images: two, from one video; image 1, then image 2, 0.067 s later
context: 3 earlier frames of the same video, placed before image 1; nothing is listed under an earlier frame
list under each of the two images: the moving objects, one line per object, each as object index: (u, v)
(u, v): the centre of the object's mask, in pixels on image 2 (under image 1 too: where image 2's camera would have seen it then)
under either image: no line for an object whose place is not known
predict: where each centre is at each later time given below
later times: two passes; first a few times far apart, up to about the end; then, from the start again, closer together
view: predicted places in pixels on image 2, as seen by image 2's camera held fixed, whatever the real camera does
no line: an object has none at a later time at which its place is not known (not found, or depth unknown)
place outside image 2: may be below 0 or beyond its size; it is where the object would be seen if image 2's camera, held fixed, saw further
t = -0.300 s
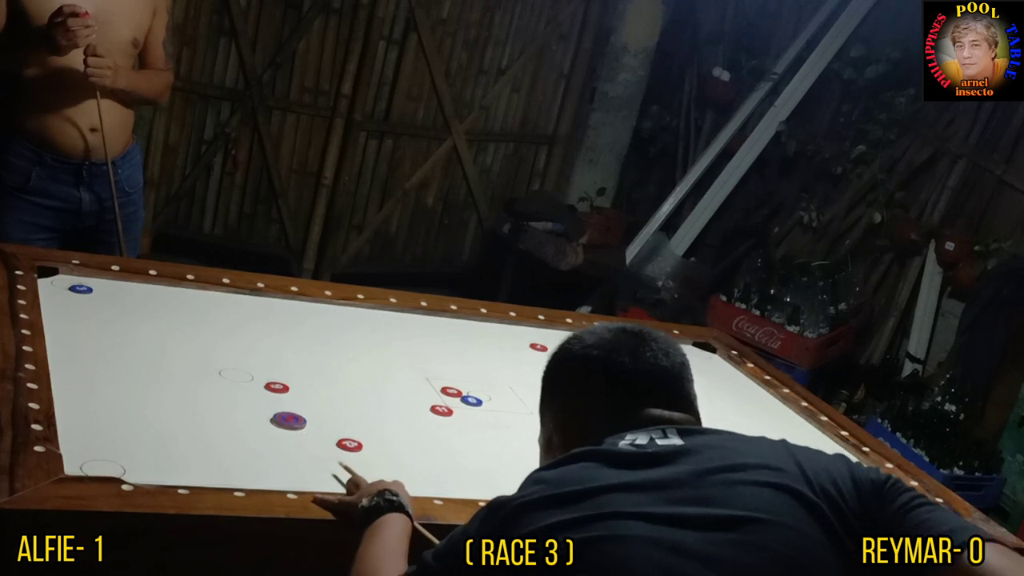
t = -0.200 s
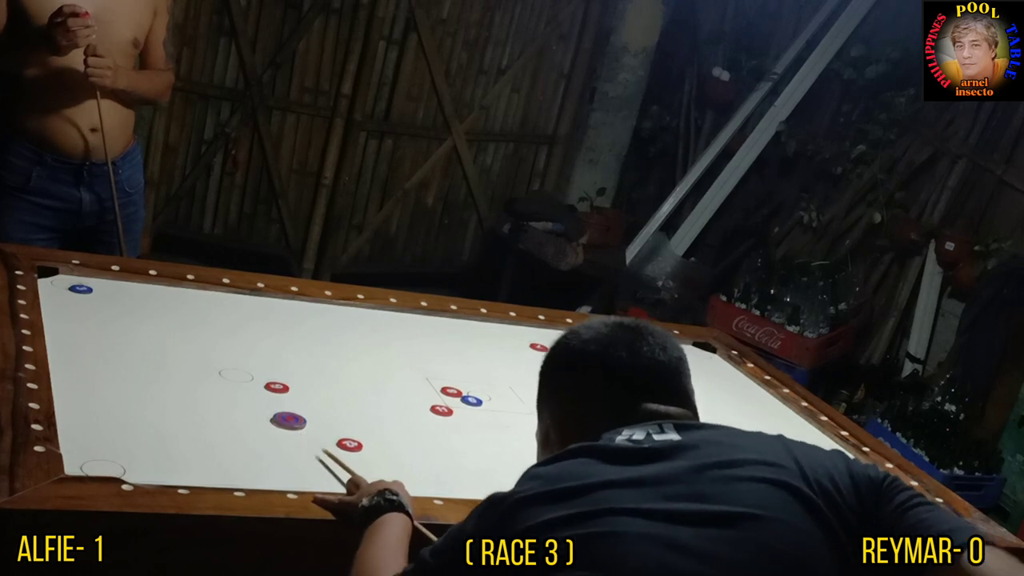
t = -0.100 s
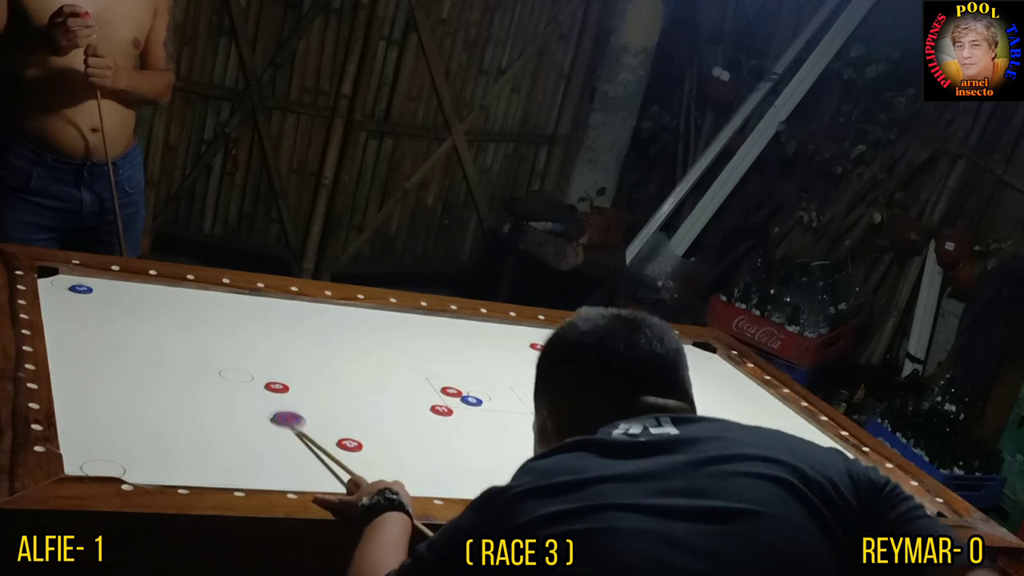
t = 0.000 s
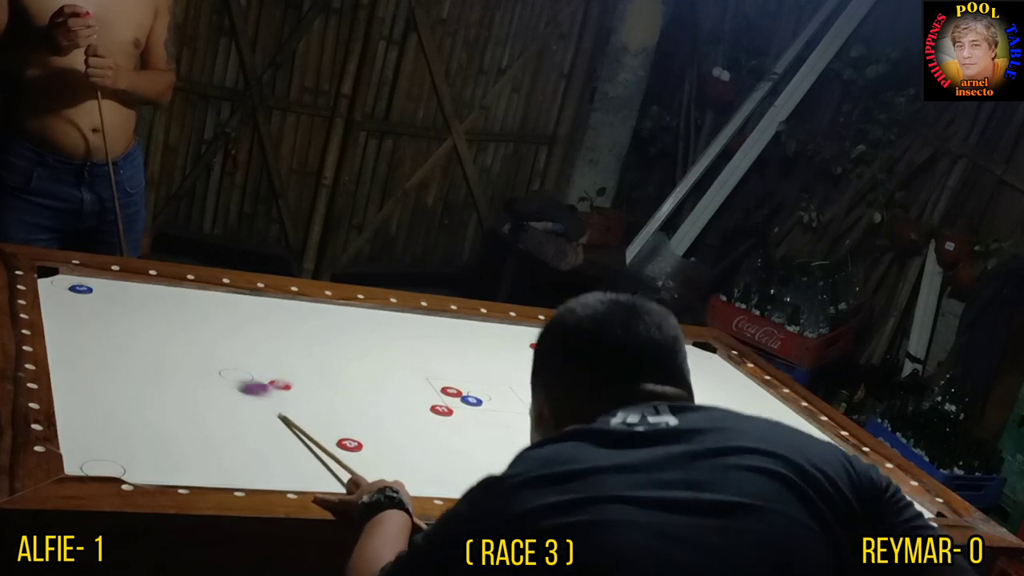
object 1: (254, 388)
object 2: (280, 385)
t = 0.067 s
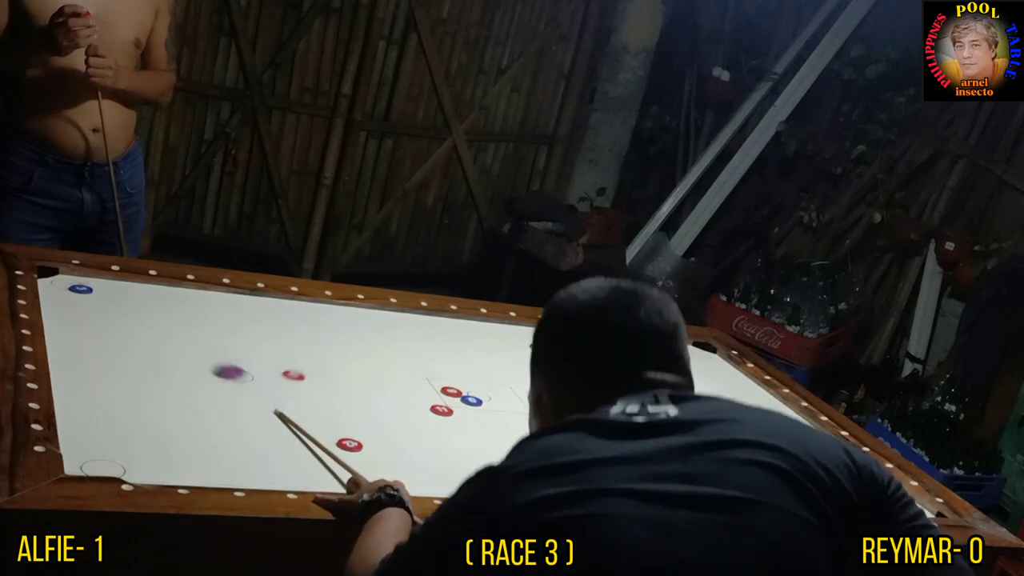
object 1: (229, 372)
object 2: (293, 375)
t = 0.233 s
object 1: (171, 334)
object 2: (323, 354)
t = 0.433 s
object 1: (111, 296)
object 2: (351, 333)
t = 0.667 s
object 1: (94, 291)
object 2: (375, 315)
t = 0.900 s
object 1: (95, 311)
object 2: (398, 325)
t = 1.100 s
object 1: (94, 327)
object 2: (413, 335)
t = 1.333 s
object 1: (92, 342)
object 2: (427, 344)
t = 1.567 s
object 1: (89, 352)
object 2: (431, 347)
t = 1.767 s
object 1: (86, 358)
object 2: (431, 347)
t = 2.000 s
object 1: (82, 362)
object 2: (431, 347)
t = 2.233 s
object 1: (82, 362)
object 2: (431, 347)
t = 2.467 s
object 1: (82, 363)
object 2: (431, 347)
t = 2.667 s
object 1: (82, 363)
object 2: (431, 347)
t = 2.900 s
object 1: (82, 363)
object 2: (431, 347)
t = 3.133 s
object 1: (82, 363)
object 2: (431, 347)
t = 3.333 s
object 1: (82, 363)
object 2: (431, 347)
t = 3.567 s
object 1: (82, 363)
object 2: (431, 347)
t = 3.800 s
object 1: (82, 363)
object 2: (431, 347)
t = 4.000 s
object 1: (82, 363)
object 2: (431, 347)
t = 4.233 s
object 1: (82, 363)
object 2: (431, 347)
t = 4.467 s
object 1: (82, 363)
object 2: (431, 347)
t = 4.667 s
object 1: (82, 363)
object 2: (431, 347)
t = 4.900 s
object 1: (82, 363)
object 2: (431, 347)
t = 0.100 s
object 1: (217, 364)
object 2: (300, 370)
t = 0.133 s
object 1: (204, 356)
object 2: (306, 366)
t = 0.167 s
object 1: (193, 349)
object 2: (312, 362)
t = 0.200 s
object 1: (182, 342)
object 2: (317, 358)
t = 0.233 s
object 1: (171, 334)
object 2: (323, 354)
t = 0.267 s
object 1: (160, 327)
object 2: (328, 350)
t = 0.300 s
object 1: (150, 321)
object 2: (333, 346)
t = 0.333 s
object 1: (139, 314)
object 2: (338, 343)
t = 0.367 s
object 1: (130, 308)
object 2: (342, 340)
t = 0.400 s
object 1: (120, 302)
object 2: (347, 336)
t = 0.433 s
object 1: (111, 296)
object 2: (351, 333)
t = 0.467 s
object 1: (105, 291)
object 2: (355, 330)
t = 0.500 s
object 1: (101, 287)
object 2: (359, 328)
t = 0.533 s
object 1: (98, 282)
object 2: (362, 325)
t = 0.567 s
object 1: (95, 282)
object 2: (366, 322)
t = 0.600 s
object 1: (94, 285)
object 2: (369, 320)
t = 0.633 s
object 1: (93, 288)
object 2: (372, 317)
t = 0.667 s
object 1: (94, 291)
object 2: (375, 315)
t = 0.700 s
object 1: (94, 294)
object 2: (378, 312)
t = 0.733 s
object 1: (94, 297)
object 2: (381, 314)
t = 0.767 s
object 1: (95, 300)
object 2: (385, 317)
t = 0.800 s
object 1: (95, 303)
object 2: (389, 319)
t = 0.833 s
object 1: (95, 306)
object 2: (392, 321)
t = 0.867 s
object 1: (95, 308)
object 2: (395, 323)
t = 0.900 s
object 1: (95, 311)
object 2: (398, 325)
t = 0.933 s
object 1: (95, 314)
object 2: (401, 327)
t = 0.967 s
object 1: (95, 317)
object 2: (404, 328)
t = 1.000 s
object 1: (95, 319)
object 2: (406, 330)
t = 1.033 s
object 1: (95, 322)
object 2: (409, 332)
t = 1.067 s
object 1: (94, 325)
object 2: (411, 333)
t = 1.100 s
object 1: (94, 327)
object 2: (413, 335)
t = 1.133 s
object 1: (94, 329)
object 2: (416, 336)
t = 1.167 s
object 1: (94, 332)
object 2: (418, 338)
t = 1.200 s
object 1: (93, 334)
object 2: (420, 339)
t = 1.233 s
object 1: (93, 336)
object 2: (422, 340)
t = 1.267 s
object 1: (93, 338)
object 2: (424, 342)
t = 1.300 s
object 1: (93, 340)
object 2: (426, 343)
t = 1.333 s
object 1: (92, 342)
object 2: (427, 344)
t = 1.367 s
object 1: (92, 344)
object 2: (428, 345)
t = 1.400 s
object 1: (91, 345)
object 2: (429, 345)
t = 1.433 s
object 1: (91, 347)
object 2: (430, 346)
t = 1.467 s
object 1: (91, 348)
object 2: (430, 346)
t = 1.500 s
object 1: (90, 350)
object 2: (431, 346)
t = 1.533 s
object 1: (90, 351)
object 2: (431, 346)
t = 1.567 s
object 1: (89, 352)
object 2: (431, 347)
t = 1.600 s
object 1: (89, 353)
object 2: (431, 347)
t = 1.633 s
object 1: (88, 354)
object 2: (431, 347)
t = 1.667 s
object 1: (88, 355)
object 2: (431, 347)
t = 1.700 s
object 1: (87, 356)
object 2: (431, 347)
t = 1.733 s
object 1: (86, 357)
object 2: (431, 347)
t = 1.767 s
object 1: (86, 358)
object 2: (431, 347)
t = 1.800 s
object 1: (85, 359)
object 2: (431, 347)
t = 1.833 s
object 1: (85, 359)
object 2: (431, 347)
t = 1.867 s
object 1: (84, 360)
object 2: (431, 347)
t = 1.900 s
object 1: (83, 361)
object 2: (431, 347)
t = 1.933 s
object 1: (83, 361)
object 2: (431, 347)
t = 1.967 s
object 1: (83, 361)
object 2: (431, 347)
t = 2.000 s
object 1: (82, 362)
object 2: (431, 347)
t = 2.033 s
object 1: (82, 362)
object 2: (431, 347)
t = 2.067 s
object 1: (82, 362)
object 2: (431, 347)
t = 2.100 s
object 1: (82, 362)
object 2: (431, 347)
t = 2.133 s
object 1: (82, 362)
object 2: (431, 347)
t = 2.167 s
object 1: (82, 362)
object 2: (431, 347)
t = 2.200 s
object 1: (82, 362)
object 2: (431, 347)
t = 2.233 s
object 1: (82, 362)
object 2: (431, 347)
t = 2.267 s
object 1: (82, 362)
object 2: (431, 346)
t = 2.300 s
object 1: (82, 363)
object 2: (431, 346)
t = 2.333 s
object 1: (82, 363)
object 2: (431, 347)
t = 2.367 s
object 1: (82, 363)
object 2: (431, 347)
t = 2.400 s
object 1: (82, 363)
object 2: (431, 347)
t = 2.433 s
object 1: (82, 363)
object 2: (431, 347)
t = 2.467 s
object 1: (82, 363)
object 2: (431, 347)
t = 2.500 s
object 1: (82, 363)
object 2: (431, 347)
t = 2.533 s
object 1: (82, 363)
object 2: (431, 347)
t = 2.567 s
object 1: (82, 363)
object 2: (431, 347)
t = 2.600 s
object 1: (82, 363)
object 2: (431, 347)
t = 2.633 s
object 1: (82, 363)
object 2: (431, 347)
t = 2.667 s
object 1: (82, 363)
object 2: (431, 347)
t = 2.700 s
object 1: (82, 363)
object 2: (431, 347)
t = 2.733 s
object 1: (82, 363)
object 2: (431, 347)
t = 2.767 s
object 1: (82, 363)
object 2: (431, 347)
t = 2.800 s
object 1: (82, 363)
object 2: (431, 347)
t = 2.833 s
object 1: (82, 363)
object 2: (431, 347)
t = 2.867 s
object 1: (82, 363)
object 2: (431, 347)
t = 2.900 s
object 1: (82, 363)
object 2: (431, 347)
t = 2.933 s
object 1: (82, 363)
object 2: (431, 347)
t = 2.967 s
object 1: (82, 363)
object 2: (431, 347)
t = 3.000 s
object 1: (82, 363)
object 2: (431, 347)
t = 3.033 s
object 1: (82, 363)
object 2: (431, 347)
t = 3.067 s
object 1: (82, 363)
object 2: (431, 347)
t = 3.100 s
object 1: (82, 363)
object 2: (431, 347)
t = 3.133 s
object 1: (82, 363)
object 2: (431, 347)
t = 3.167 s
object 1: (82, 363)
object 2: (431, 347)
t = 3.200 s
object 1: (82, 363)
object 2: (431, 347)
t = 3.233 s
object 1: (82, 363)
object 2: (431, 347)
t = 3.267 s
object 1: (82, 363)
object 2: (431, 347)
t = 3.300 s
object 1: (82, 363)
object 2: (431, 347)
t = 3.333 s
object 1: (82, 363)
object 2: (431, 347)
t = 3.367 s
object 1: (82, 363)
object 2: (431, 347)
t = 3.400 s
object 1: (82, 363)
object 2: (431, 347)
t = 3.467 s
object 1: (82, 363)
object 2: (431, 347)
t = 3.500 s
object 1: (82, 363)
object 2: (431, 347)
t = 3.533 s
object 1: (82, 363)
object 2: (431, 347)
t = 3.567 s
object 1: (82, 363)
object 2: (431, 347)
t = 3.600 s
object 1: (82, 363)
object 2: (431, 347)
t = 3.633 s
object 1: (82, 363)
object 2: (431, 347)
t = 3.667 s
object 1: (82, 363)
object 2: (431, 347)
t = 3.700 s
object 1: (82, 363)
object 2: (431, 347)
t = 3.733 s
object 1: (82, 363)
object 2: (431, 347)
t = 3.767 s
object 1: (82, 363)
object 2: (431, 347)
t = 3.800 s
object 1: (82, 363)
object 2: (431, 347)
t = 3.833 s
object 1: (82, 363)
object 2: (431, 347)
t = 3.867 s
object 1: (82, 363)
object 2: (431, 347)
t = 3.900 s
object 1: (82, 363)
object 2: (431, 347)
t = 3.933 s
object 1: (82, 363)
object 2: (431, 347)
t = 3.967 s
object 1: (82, 363)
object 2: (431, 347)
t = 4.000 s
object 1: (82, 363)
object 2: (431, 347)
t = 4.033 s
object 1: (82, 363)
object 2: (431, 347)
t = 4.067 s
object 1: (82, 363)
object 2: (431, 347)
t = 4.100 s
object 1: (82, 363)
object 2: (431, 347)
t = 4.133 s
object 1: (82, 363)
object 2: (431, 347)
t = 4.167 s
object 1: (82, 363)
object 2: (431, 347)
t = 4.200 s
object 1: (82, 363)
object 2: (431, 347)
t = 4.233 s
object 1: (82, 363)
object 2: (431, 347)
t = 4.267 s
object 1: (82, 363)
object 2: (431, 347)
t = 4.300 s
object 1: (82, 363)
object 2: (431, 347)
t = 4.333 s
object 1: (82, 363)
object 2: (431, 347)
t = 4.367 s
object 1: (82, 363)
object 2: (431, 347)
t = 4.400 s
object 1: (82, 363)
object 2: (431, 347)
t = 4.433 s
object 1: (82, 363)
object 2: (431, 347)
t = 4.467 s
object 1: (82, 363)
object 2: (431, 347)
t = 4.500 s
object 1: (82, 363)
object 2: (431, 347)
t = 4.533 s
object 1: (82, 363)
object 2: (431, 347)
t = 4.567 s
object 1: (82, 363)
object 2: (431, 347)
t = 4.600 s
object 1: (82, 363)
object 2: (431, 347)
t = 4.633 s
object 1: (82, 363)
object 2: (431, 347)
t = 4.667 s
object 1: (82, 363)
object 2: (431, 347)
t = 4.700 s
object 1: (82, 363)
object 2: (431, 347)
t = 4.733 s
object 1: (82, 363)
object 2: (431, 347)
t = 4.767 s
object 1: (82, 363)
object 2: (431, 347)
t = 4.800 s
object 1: (82, 363)
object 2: (431, 347)
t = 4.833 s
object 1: (82, 363)
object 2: (431, 347)
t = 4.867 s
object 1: (82, 363)
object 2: (431, 347)
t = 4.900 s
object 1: (82, 363)
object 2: (431, 347)
